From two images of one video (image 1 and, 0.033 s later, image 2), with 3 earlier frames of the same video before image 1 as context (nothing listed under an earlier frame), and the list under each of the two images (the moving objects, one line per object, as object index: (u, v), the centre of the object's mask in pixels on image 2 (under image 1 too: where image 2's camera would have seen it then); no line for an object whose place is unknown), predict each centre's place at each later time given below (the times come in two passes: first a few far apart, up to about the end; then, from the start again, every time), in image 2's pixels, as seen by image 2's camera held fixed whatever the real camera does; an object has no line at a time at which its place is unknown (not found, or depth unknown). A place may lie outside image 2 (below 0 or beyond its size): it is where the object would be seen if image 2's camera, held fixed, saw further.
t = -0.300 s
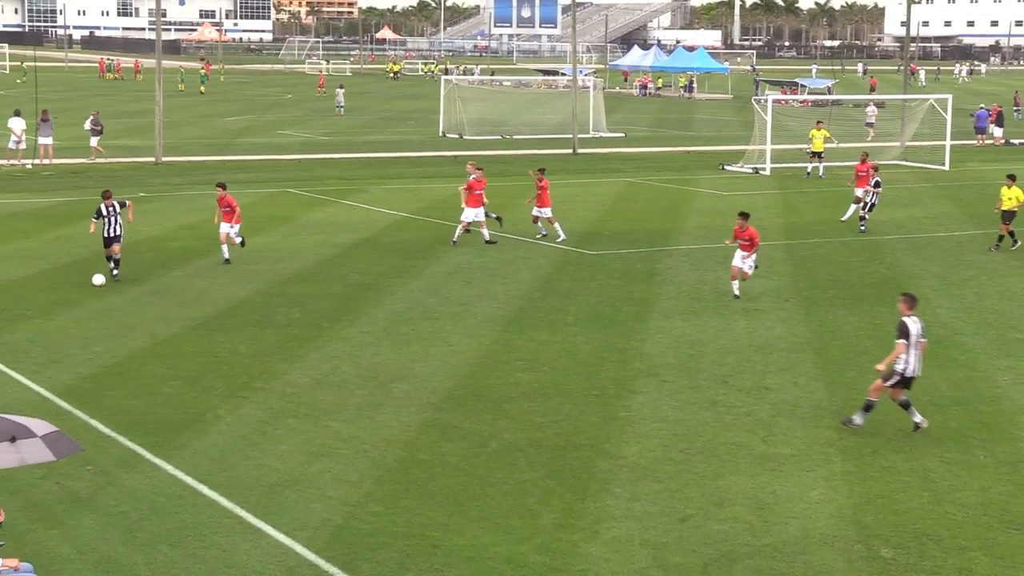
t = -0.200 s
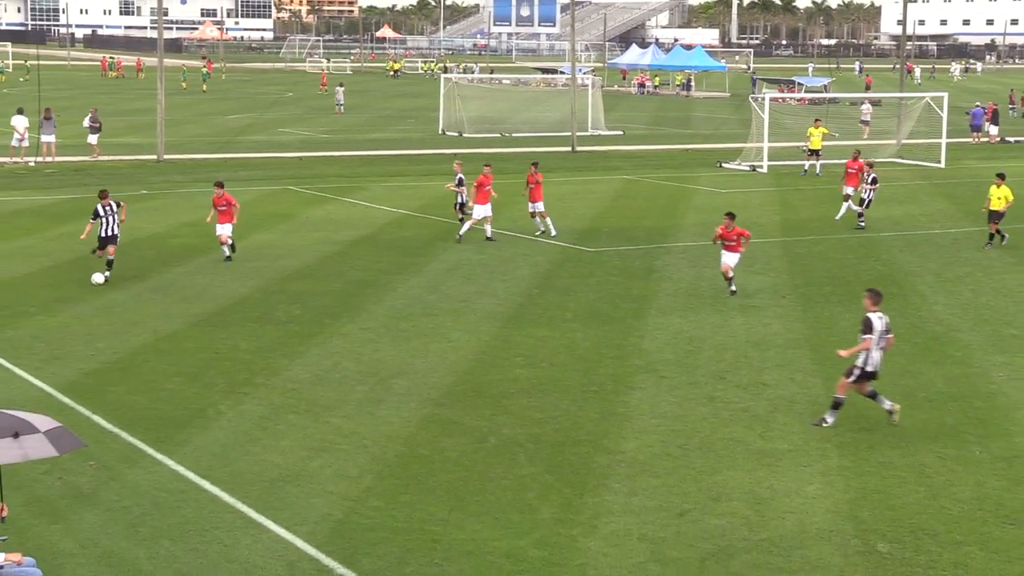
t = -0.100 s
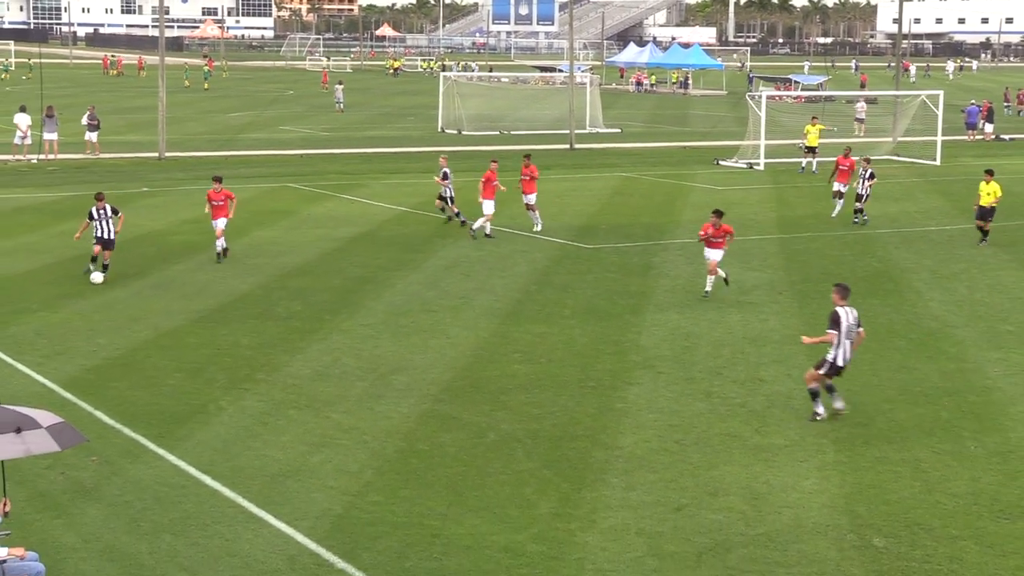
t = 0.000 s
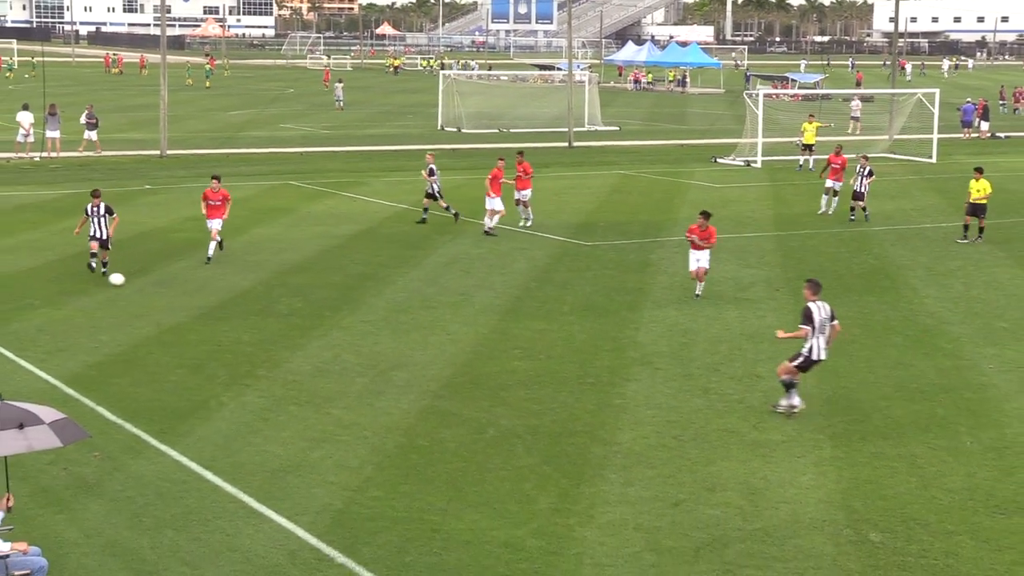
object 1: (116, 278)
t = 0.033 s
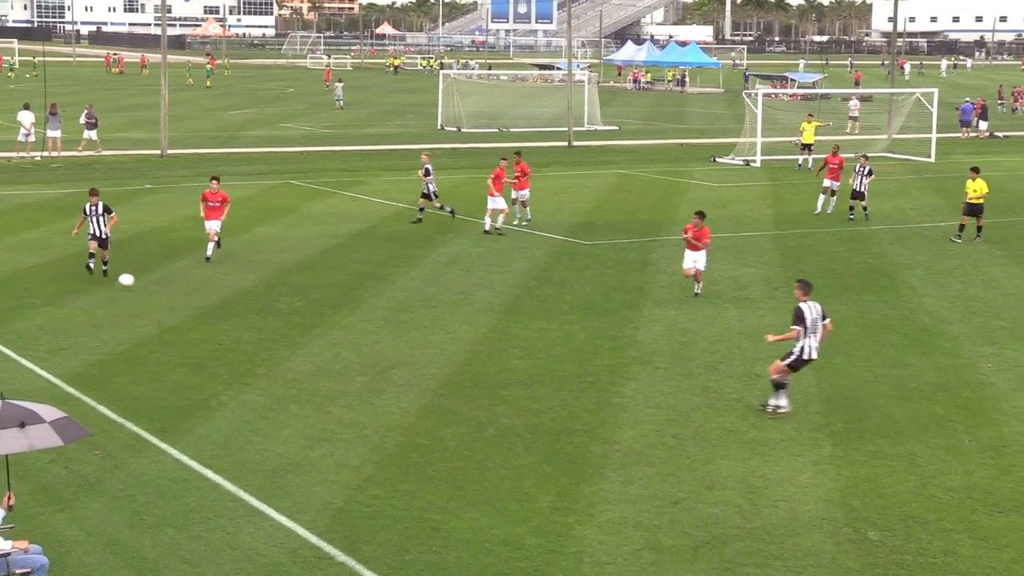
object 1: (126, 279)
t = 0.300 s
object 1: (204, 307)
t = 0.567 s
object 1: (276, 335)
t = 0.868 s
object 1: (364, 367)
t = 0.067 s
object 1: (136, 282)
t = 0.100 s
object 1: (146, 285)
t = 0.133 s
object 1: (156, 290)
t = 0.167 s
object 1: (167, 295)
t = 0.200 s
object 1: (177, 301)
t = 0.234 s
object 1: (187, 306)
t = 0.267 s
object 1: (195, 306)
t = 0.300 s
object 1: (204, 307)
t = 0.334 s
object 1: (213, 309)
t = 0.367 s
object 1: (222, 312)
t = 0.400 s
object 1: (231, 315)
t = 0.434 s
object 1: (240, 320)
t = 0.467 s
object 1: (249, 326)
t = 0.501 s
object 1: (258, 331)
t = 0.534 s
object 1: (266, 333)
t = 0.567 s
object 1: (276, 335)
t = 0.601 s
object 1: (285, 339)
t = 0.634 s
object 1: (294, 342)
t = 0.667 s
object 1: (303, 347)
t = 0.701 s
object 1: (313, 350)
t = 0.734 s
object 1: (323, 353)
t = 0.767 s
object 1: (333, 356)
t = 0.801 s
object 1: (343, 360)
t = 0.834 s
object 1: (354, 364)
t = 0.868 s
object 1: (364, 367)
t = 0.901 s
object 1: (374, 370)
